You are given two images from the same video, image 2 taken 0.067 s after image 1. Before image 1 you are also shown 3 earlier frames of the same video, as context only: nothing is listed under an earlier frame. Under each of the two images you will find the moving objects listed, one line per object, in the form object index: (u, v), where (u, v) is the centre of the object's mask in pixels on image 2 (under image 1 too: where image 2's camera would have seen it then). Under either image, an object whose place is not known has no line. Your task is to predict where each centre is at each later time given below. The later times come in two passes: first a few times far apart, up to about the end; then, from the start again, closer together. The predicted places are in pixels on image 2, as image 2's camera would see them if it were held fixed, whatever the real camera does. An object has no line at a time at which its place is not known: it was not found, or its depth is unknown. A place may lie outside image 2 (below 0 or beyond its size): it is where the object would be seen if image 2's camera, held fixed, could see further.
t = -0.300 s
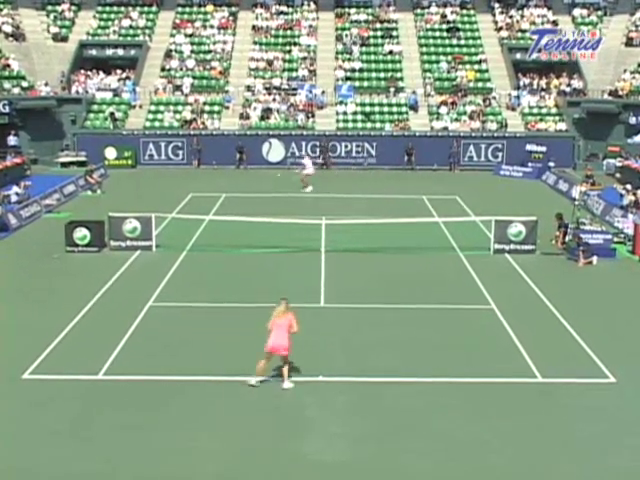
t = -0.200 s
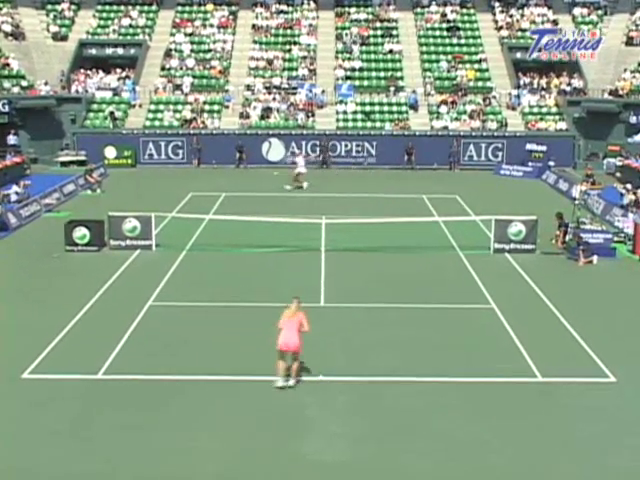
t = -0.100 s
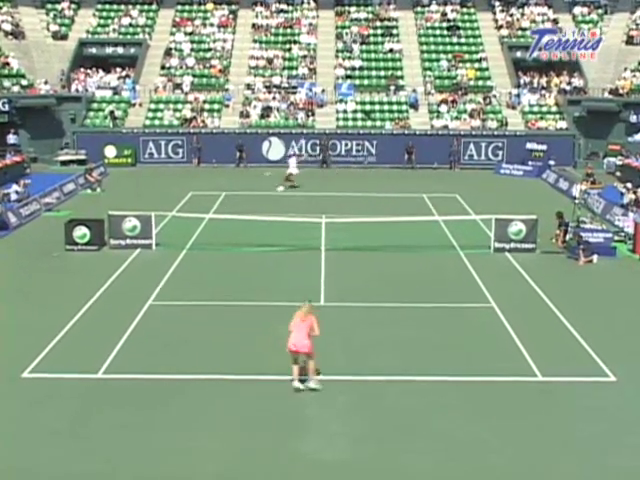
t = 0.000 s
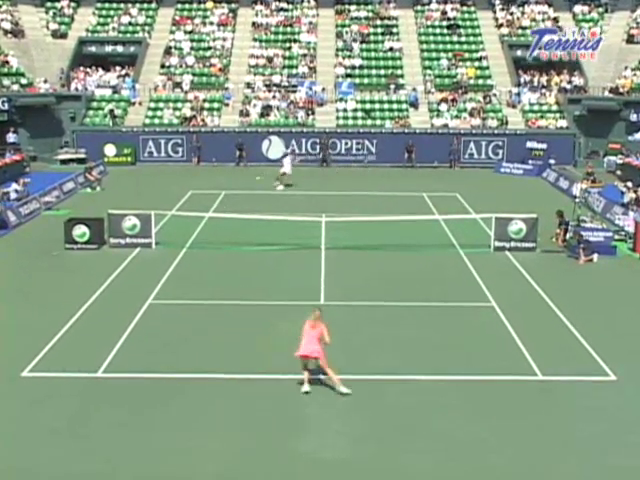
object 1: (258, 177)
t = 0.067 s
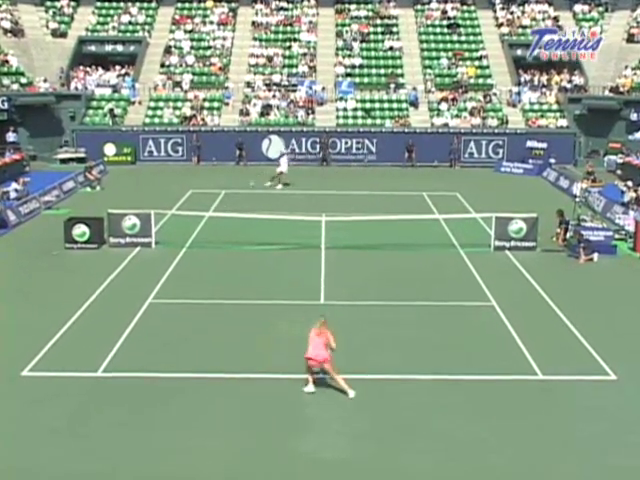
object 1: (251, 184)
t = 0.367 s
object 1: (219, 242)
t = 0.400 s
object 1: (215, 252)
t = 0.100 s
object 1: (248, 187)
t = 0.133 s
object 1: (244, 192)
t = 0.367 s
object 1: (219, 242)
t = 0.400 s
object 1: (215, 252)
